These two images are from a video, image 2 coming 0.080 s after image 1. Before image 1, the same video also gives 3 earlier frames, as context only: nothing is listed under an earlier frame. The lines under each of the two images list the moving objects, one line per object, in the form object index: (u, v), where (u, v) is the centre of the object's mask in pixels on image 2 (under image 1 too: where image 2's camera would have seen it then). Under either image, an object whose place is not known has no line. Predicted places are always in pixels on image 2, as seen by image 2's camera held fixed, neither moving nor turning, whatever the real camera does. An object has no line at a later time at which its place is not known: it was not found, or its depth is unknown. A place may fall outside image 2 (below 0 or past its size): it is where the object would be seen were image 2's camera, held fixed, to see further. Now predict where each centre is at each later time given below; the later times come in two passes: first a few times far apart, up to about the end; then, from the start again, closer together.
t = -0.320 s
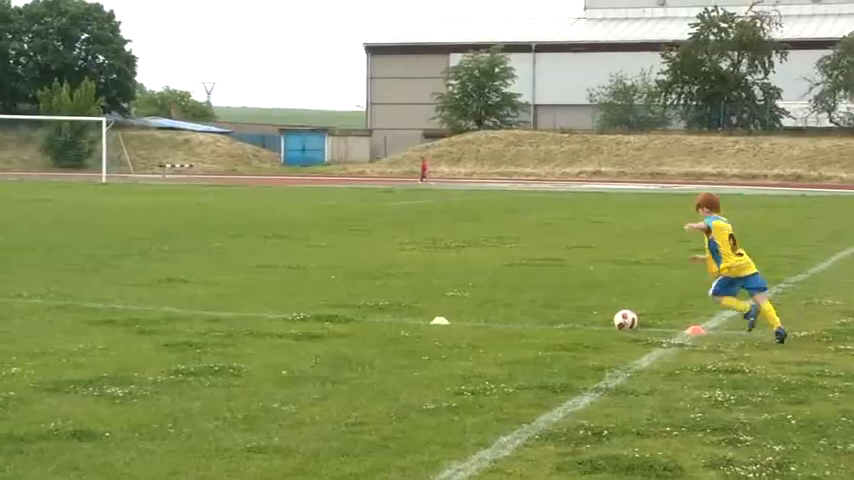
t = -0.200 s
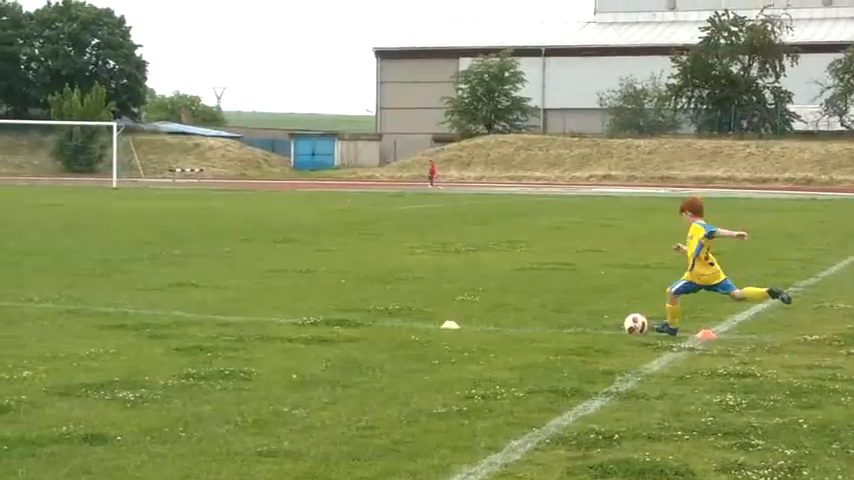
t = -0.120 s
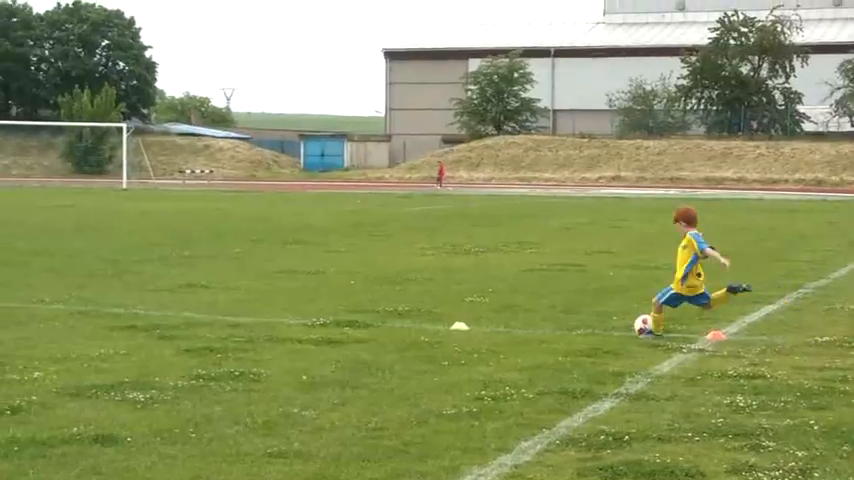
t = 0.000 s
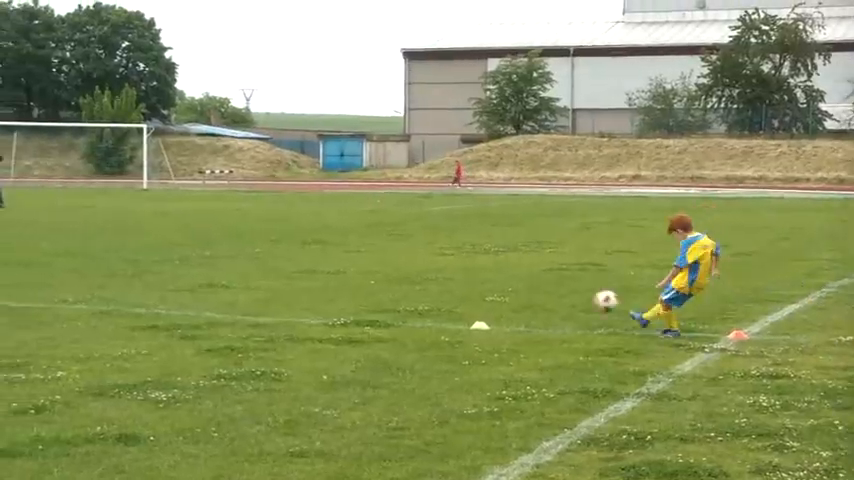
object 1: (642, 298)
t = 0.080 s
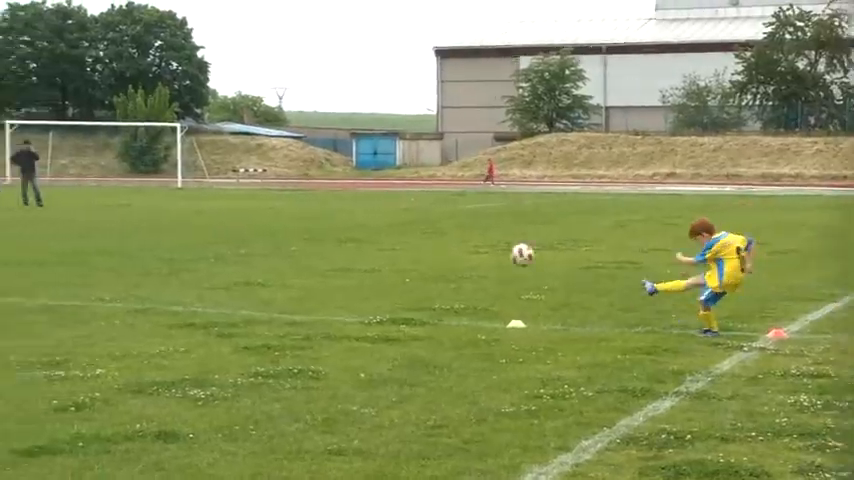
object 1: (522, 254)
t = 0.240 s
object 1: (299, 186)
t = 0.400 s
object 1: (83, 145)
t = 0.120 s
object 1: (464, 235)
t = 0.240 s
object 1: (299, 186)
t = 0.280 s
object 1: (245, 173)
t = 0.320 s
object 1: (192, 162)
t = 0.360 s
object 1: (137, 152)
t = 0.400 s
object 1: (83, 145)
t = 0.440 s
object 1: (30, 137)
